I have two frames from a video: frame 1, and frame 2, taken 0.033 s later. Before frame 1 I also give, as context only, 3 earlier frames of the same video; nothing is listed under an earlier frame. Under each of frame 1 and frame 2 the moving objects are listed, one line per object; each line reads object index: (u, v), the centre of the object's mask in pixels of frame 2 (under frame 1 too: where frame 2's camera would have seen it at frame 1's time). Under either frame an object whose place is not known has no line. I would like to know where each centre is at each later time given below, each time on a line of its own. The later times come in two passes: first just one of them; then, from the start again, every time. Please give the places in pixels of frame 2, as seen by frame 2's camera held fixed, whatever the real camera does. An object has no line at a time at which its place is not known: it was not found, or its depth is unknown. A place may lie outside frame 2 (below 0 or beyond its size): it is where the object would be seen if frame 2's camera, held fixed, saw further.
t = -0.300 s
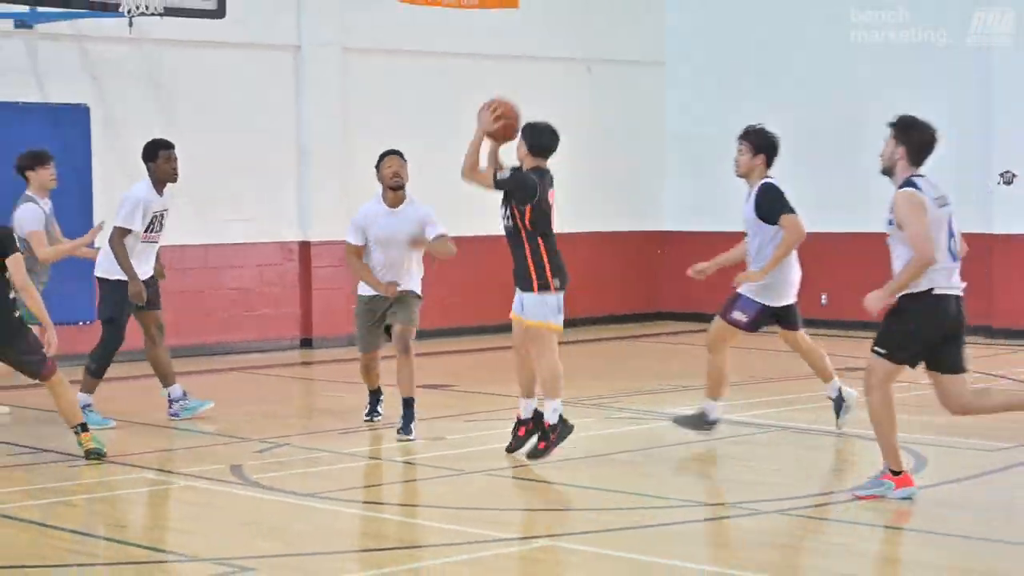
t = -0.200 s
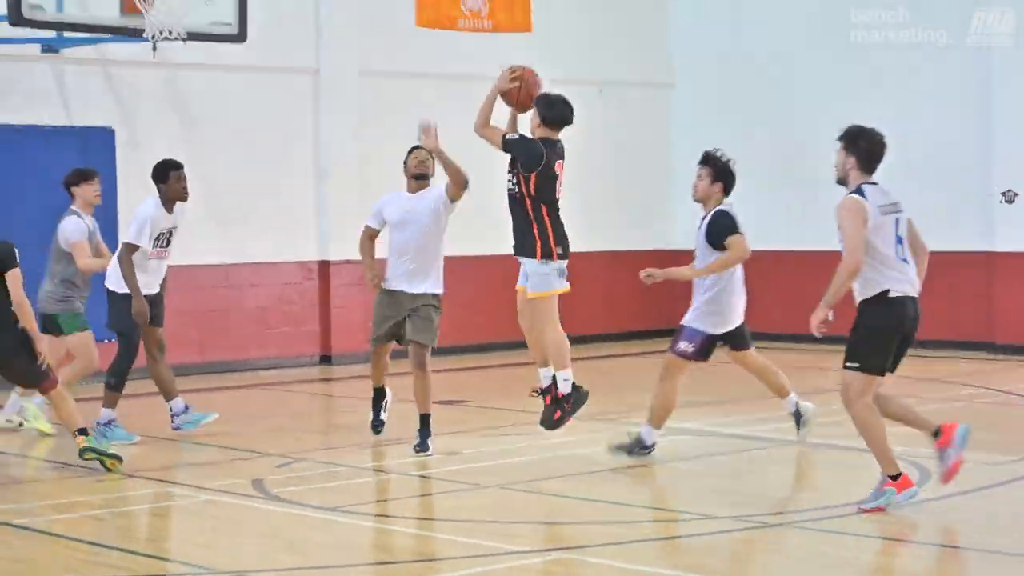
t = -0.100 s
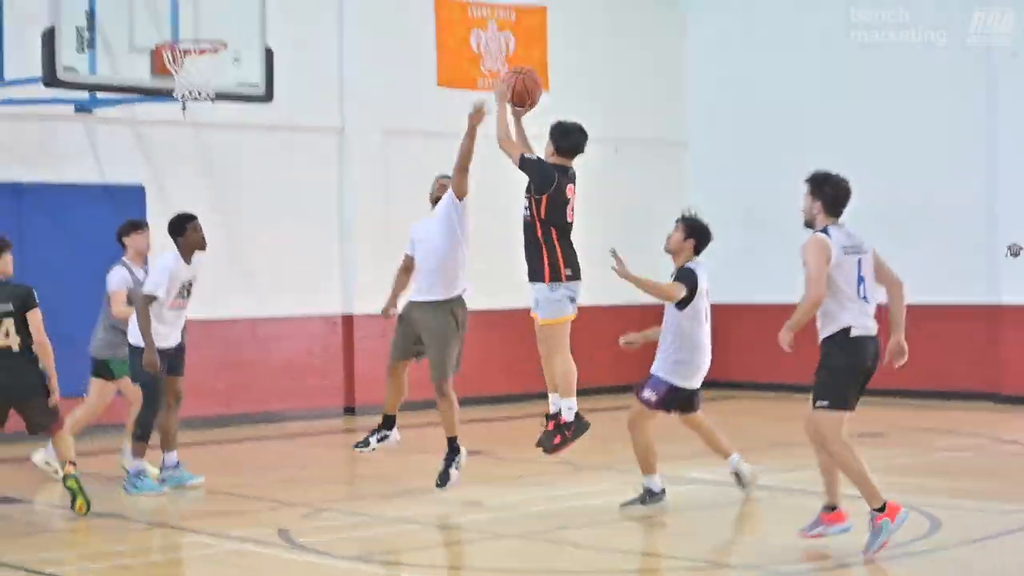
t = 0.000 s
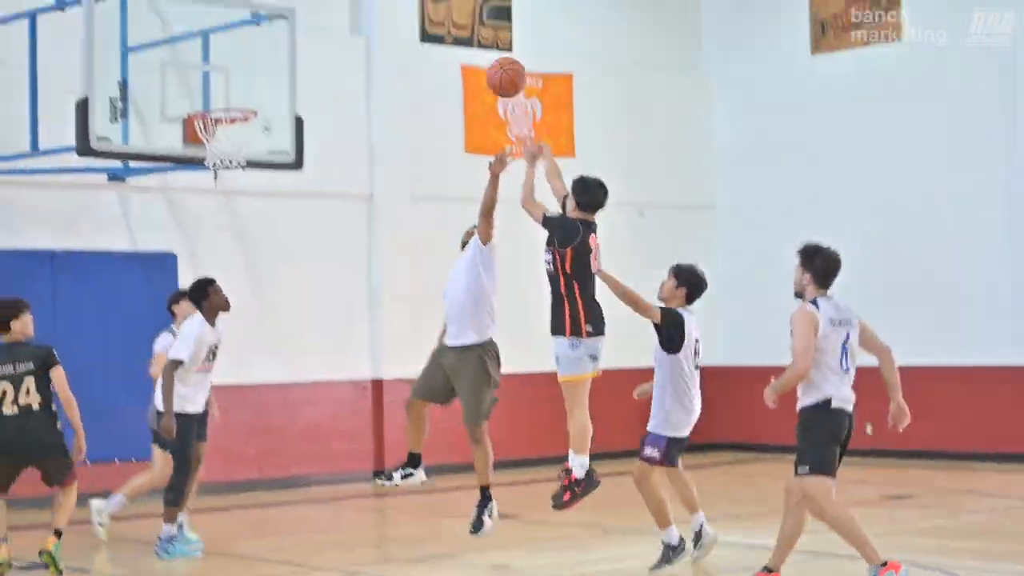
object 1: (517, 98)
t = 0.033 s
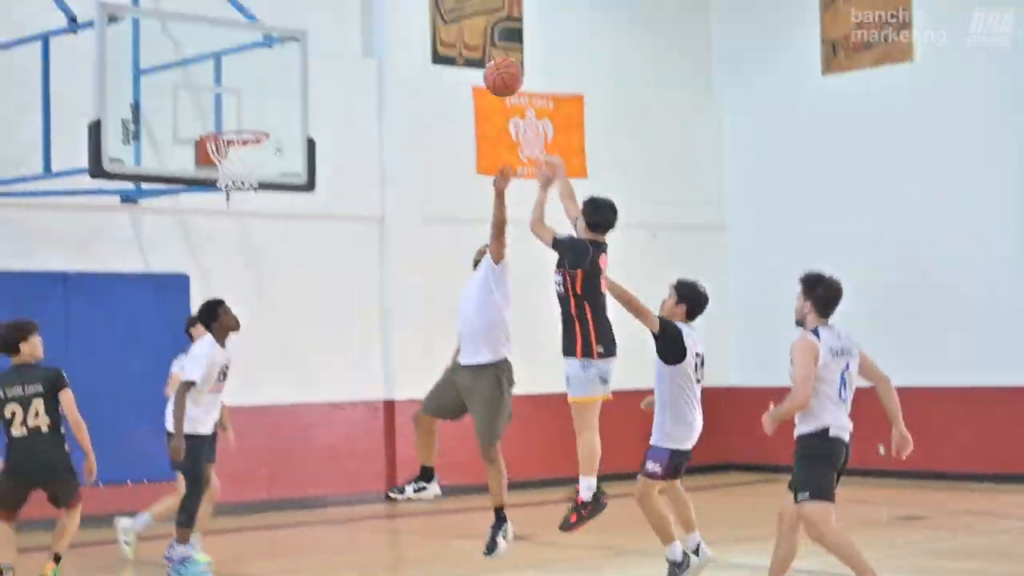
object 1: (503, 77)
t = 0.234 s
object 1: (422, -7)
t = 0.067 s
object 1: (489, 58)
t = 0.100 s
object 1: (475, 41)
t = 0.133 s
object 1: (461, 26)
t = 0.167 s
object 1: (448, 12)
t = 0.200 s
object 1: (435, 2)
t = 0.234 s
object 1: (422, -7)
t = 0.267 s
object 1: (410, -14)
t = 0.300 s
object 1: (399, -19)
